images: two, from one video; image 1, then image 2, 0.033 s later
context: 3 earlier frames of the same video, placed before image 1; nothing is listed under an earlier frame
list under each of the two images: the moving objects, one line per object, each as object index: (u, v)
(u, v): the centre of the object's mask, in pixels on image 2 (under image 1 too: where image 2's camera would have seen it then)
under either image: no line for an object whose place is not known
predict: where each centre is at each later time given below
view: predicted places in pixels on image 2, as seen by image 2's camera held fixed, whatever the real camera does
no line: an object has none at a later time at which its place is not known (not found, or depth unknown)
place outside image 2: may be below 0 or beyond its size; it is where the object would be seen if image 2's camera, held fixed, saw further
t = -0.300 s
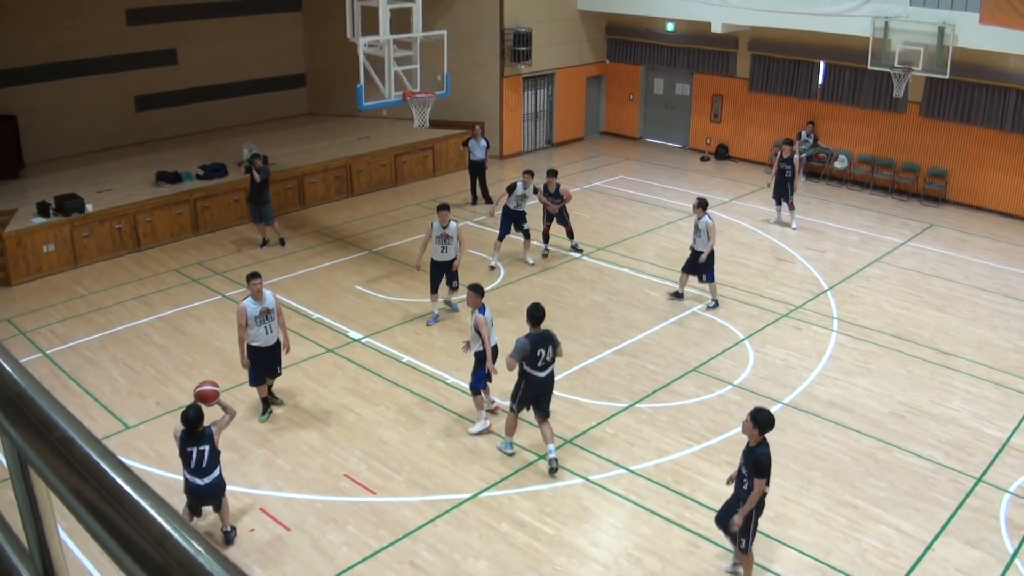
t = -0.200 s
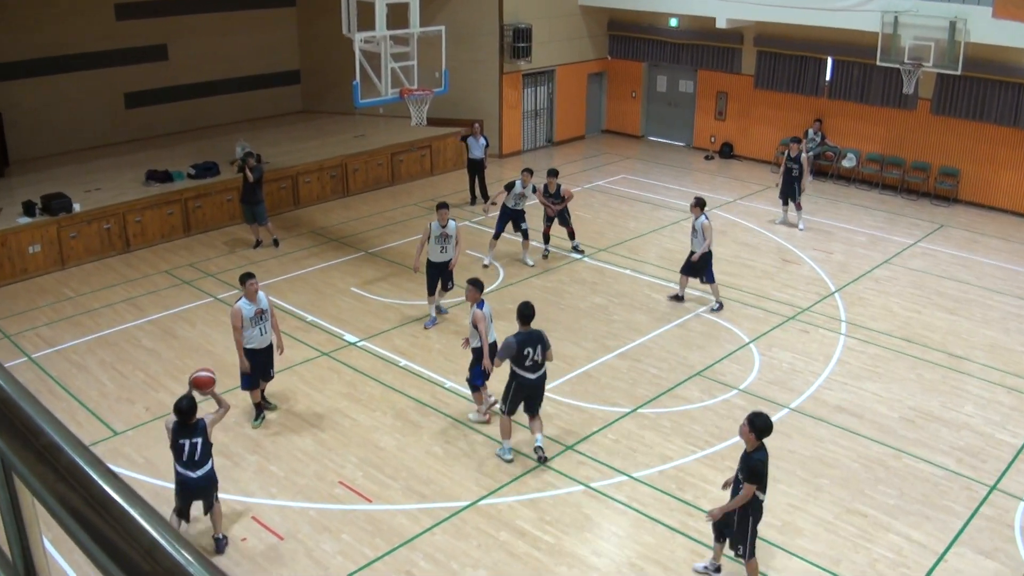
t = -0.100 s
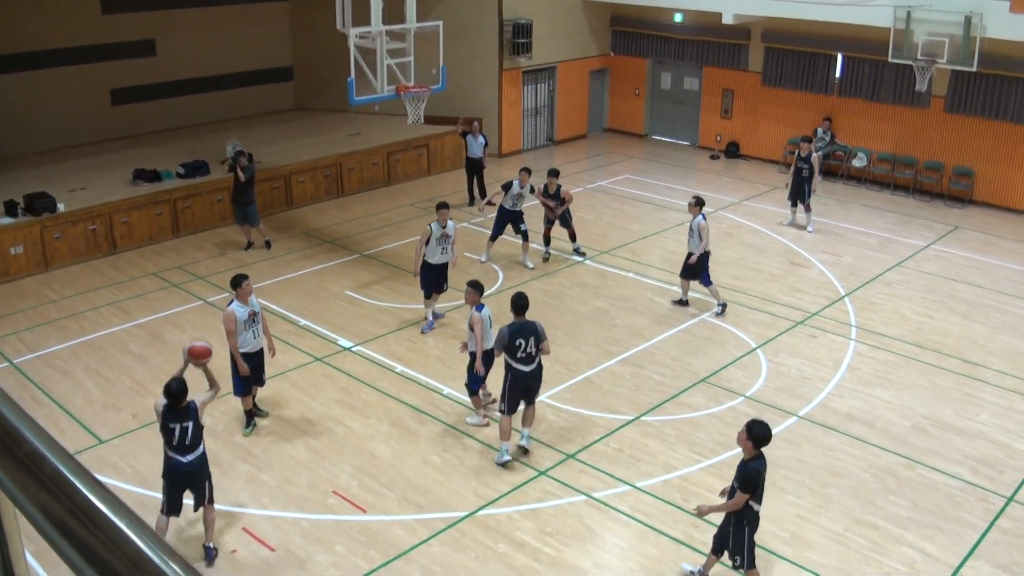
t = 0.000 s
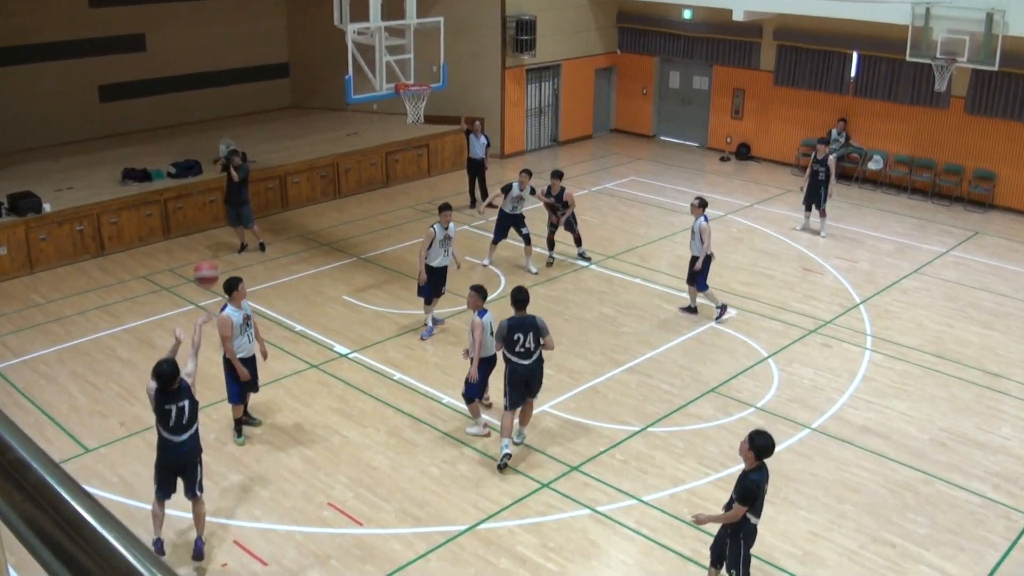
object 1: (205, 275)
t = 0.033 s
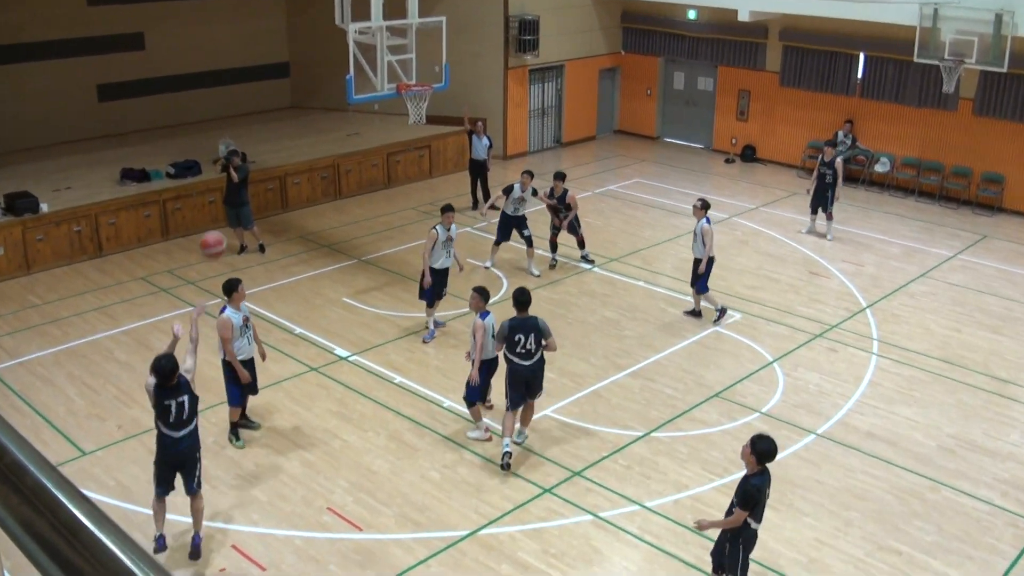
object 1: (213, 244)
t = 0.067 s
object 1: (220, 216)
